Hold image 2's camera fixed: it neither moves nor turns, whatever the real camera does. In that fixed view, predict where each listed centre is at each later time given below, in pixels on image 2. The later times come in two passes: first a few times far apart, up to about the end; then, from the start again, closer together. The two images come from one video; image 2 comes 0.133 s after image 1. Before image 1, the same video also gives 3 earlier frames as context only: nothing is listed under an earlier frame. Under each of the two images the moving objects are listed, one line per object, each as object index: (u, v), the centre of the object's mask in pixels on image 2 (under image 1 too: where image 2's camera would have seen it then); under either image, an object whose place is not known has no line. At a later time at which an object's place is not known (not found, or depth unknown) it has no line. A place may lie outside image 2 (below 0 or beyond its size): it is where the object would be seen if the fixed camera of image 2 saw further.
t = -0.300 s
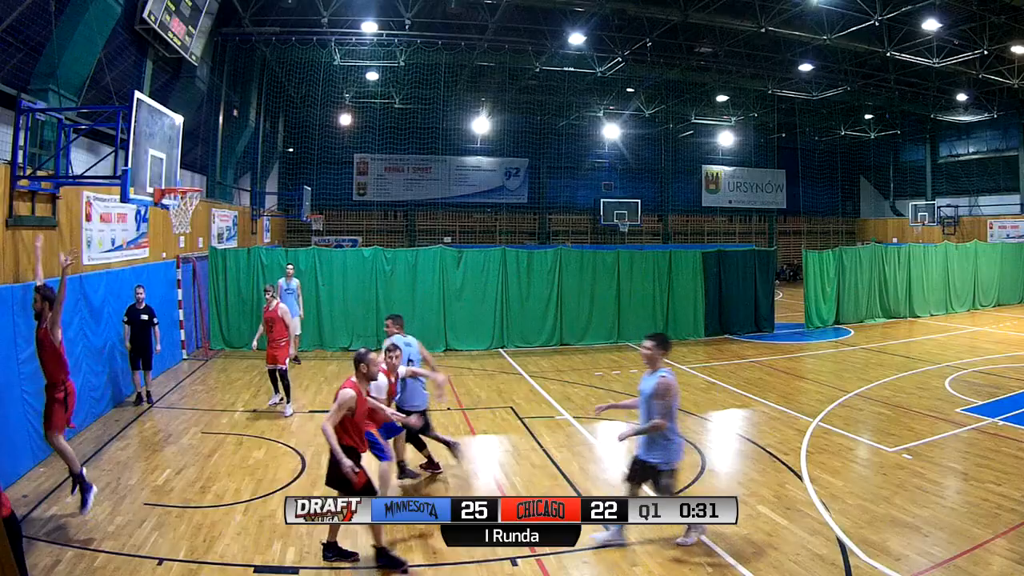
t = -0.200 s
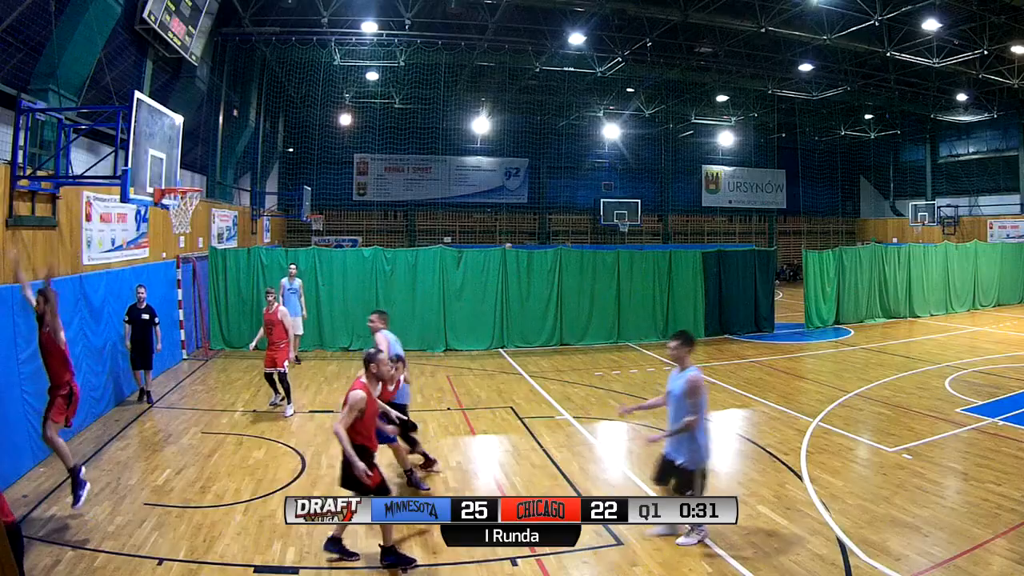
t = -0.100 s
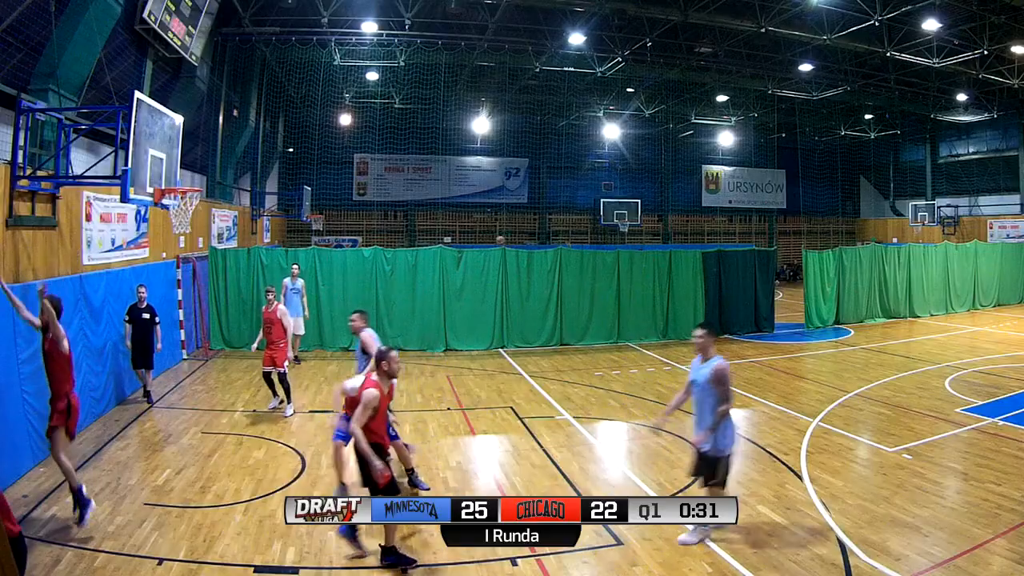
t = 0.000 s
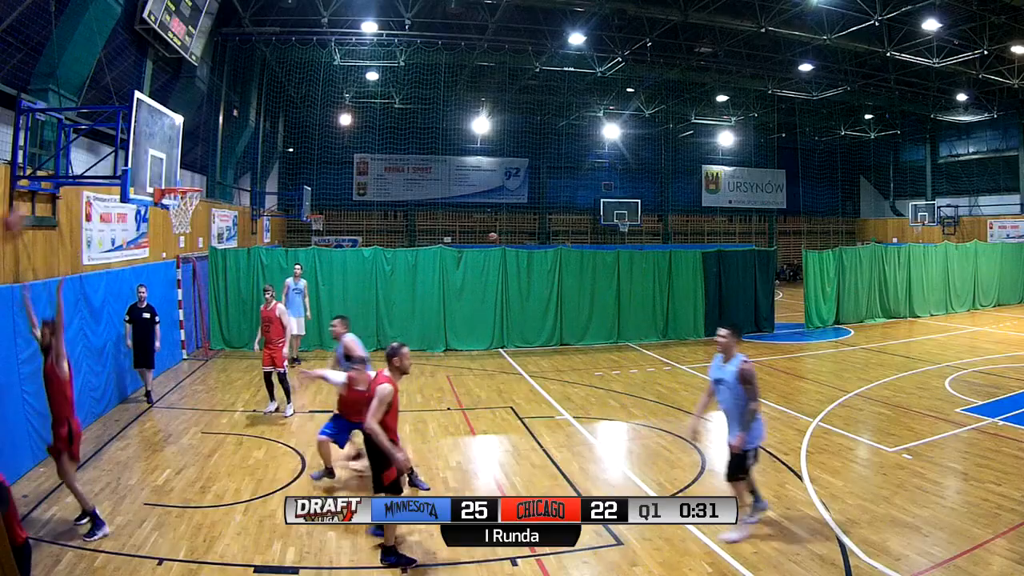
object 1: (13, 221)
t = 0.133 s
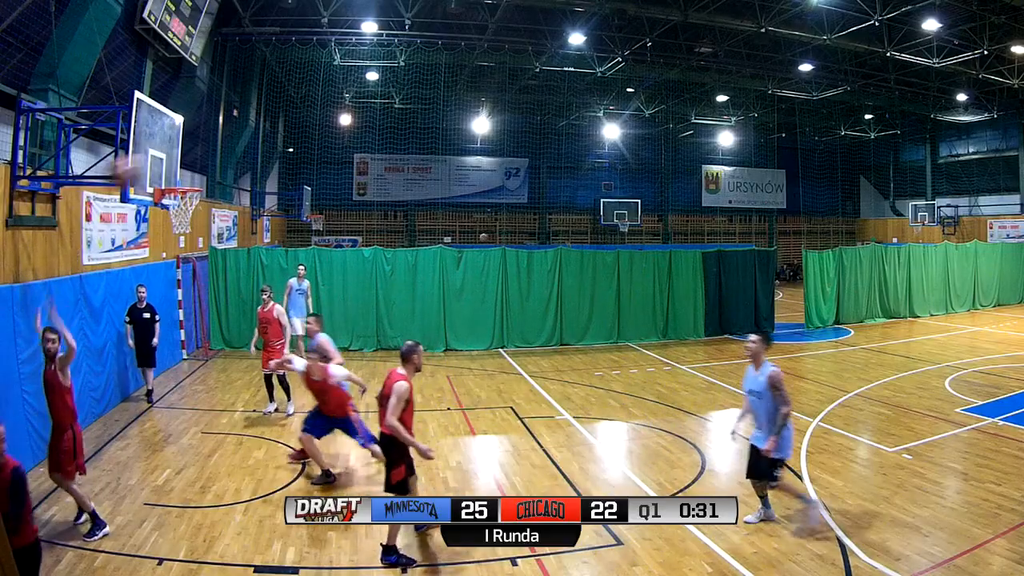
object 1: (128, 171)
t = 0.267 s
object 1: (260, 146)
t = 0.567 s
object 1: (592, 191)
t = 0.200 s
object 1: (194, 154)
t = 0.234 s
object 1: (225, 149)
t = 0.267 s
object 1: (260, 146)
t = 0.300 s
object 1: (297, 144)
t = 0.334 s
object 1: (334, 144)
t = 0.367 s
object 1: (372, 143)
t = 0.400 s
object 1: (410, 148)
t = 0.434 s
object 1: (446, 153)
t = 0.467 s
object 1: (485, 160)
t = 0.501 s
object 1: (524, 171)
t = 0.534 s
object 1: (560, 183)
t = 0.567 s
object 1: (592, 191)
